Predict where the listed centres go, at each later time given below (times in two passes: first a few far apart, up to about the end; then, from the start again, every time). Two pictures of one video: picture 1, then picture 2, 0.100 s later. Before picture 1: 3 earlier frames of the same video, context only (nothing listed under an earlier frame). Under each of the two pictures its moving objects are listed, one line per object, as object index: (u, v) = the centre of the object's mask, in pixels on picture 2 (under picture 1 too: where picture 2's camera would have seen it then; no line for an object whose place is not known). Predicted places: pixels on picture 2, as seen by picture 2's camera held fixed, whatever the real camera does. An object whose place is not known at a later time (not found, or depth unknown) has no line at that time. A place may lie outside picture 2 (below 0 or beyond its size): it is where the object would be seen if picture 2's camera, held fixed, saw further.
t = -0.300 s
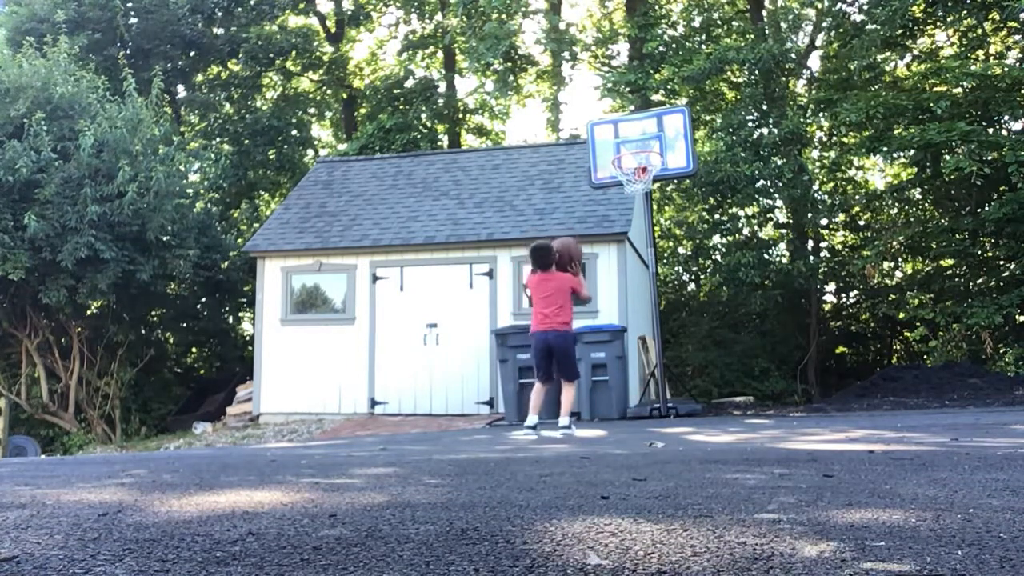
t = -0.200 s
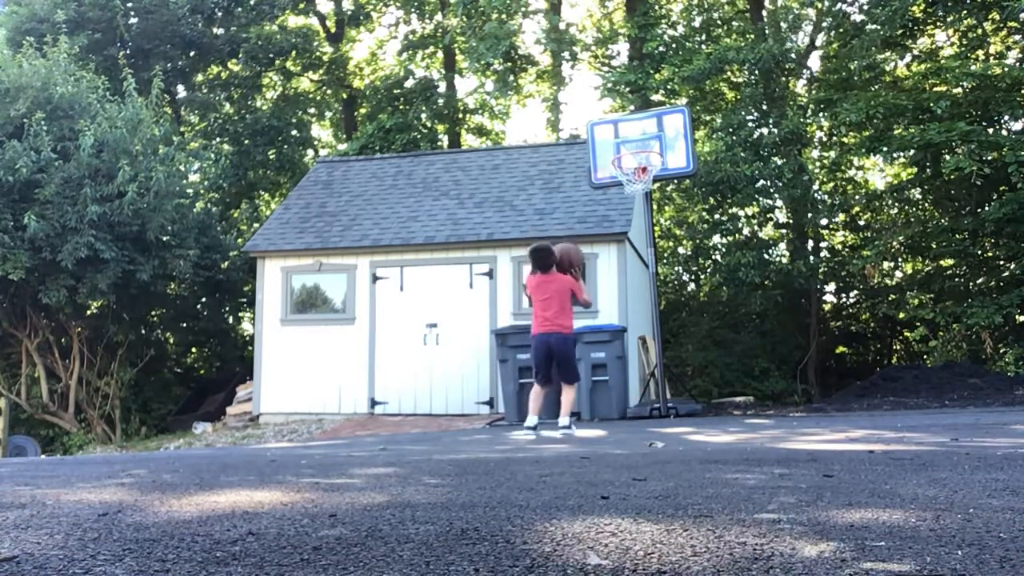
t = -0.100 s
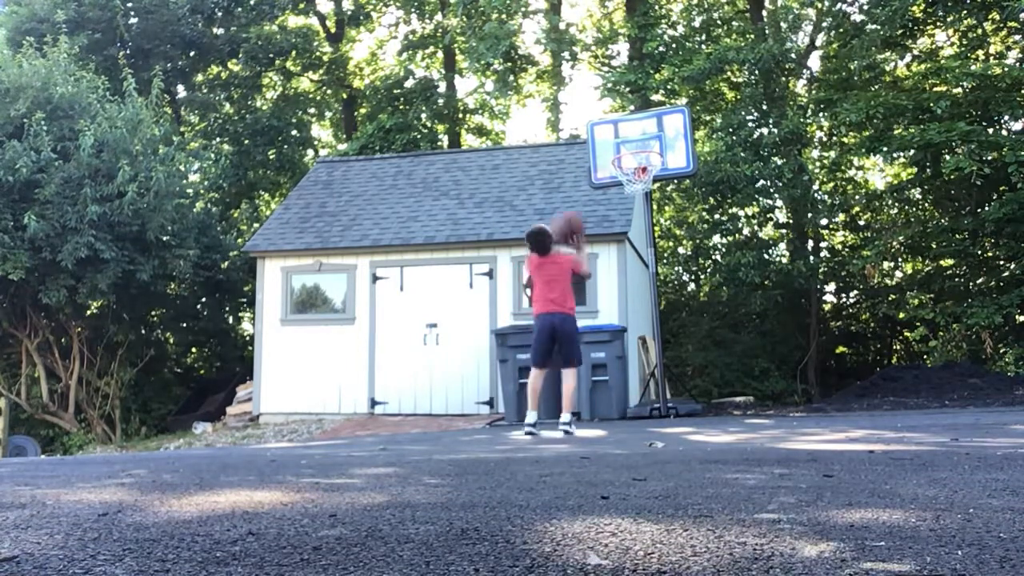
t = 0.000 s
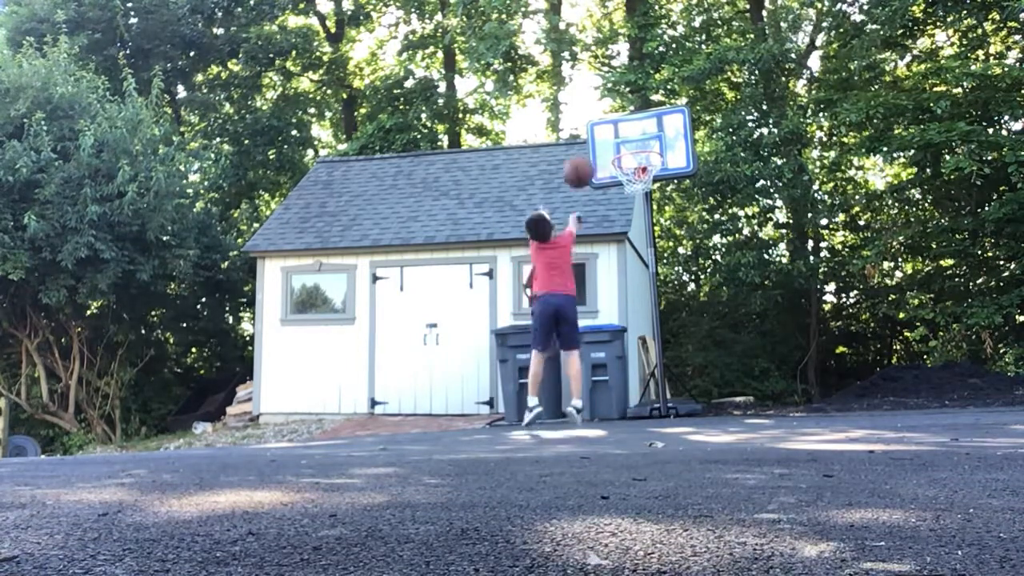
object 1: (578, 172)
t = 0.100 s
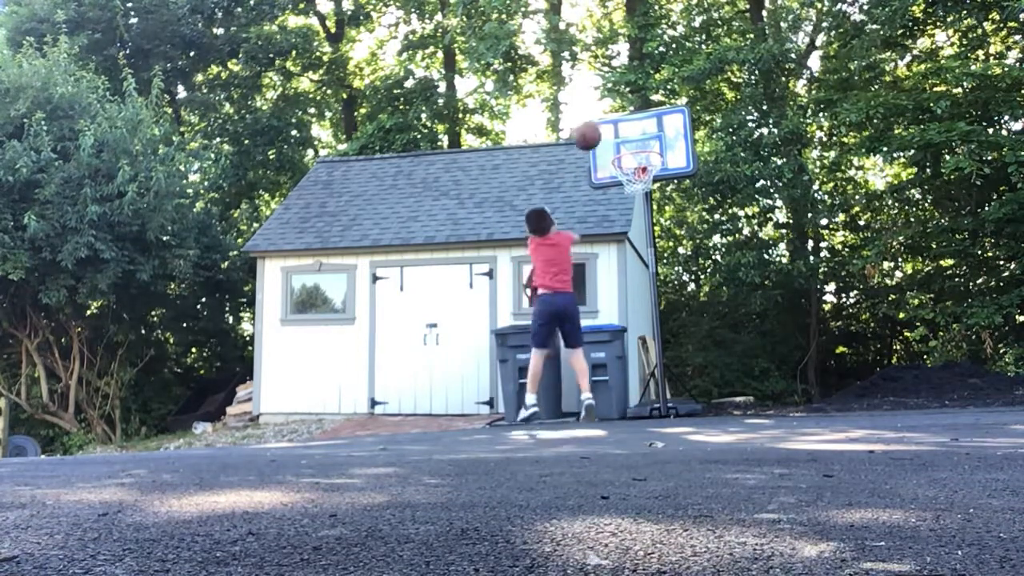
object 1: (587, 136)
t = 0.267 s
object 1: (599, 109)
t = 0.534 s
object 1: (612, 131)
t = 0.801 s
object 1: (602, 146)
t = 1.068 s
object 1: (577, 172)
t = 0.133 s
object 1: (589, 128)
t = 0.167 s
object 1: (592, 121)
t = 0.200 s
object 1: (595, 115)
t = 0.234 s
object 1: (598, 111)
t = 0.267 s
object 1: (599, 109)
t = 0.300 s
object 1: (601, 109)
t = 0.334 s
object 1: (603, 108)
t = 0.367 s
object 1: (605, 109)
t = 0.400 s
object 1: (606, 110)
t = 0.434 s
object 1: (608, 115)
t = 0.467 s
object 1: (609, 119)
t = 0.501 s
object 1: (611, 125)
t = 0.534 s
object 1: (612, 131)
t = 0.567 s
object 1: (614, 139)
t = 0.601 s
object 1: (615, 146)
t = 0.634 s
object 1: (613, 148)
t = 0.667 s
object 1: (611, 150)
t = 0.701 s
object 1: (610, 152)
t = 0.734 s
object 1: (608, 150)
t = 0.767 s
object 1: (605, 147)
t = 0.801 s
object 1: (602, 146)
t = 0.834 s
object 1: (599, 146)
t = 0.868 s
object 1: (596, 146)
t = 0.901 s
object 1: (593, 148)
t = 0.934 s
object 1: (590, 151)
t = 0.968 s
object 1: (587, 154)
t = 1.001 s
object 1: (584, 159)
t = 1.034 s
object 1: (580, 165)
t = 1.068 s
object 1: (577, 172)
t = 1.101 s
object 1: (575, 179)
